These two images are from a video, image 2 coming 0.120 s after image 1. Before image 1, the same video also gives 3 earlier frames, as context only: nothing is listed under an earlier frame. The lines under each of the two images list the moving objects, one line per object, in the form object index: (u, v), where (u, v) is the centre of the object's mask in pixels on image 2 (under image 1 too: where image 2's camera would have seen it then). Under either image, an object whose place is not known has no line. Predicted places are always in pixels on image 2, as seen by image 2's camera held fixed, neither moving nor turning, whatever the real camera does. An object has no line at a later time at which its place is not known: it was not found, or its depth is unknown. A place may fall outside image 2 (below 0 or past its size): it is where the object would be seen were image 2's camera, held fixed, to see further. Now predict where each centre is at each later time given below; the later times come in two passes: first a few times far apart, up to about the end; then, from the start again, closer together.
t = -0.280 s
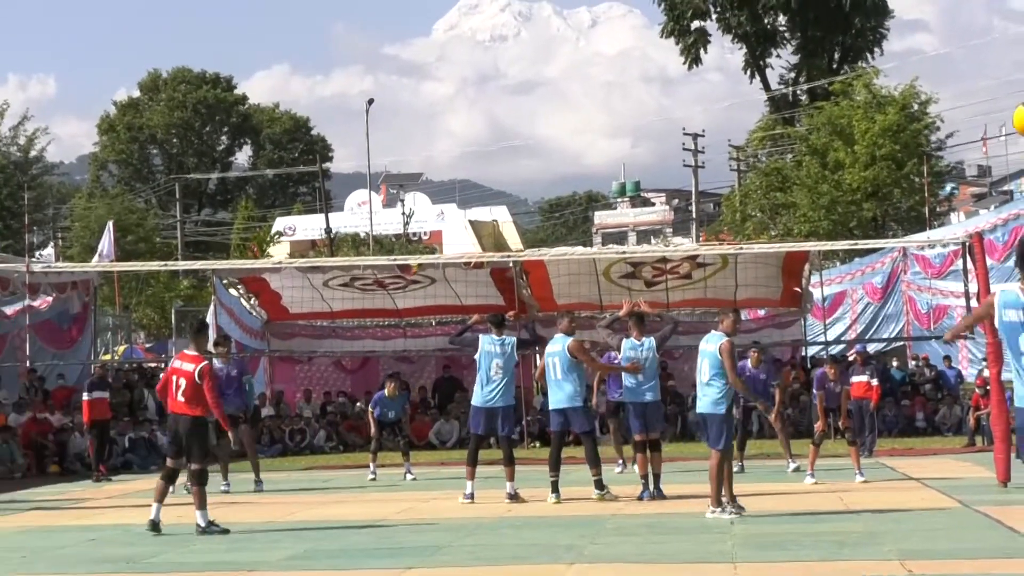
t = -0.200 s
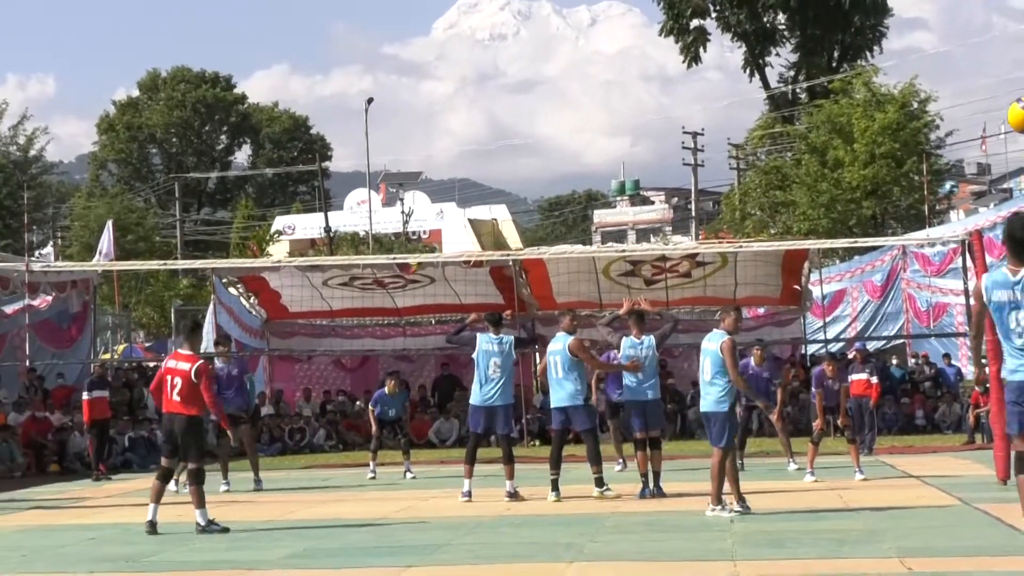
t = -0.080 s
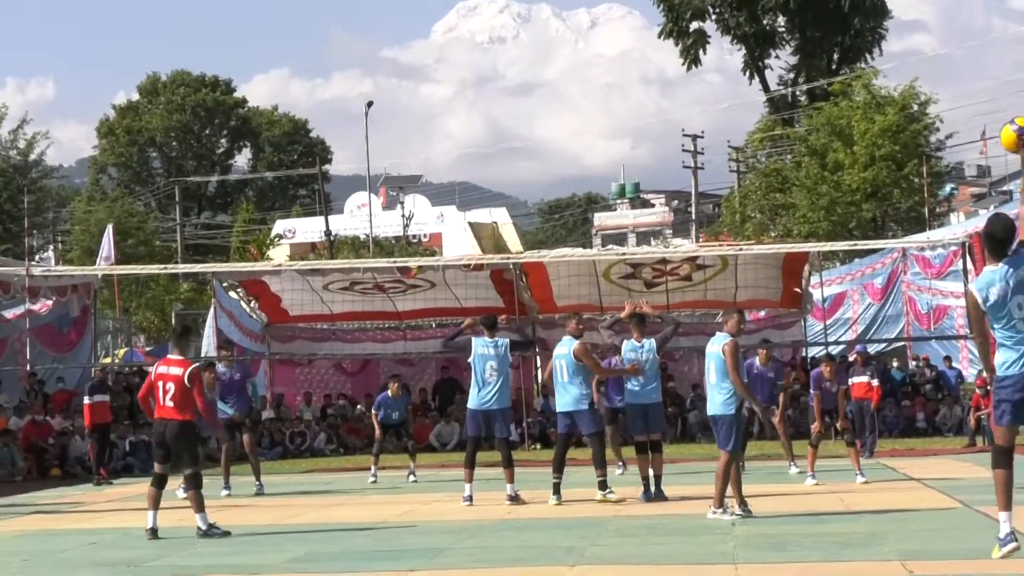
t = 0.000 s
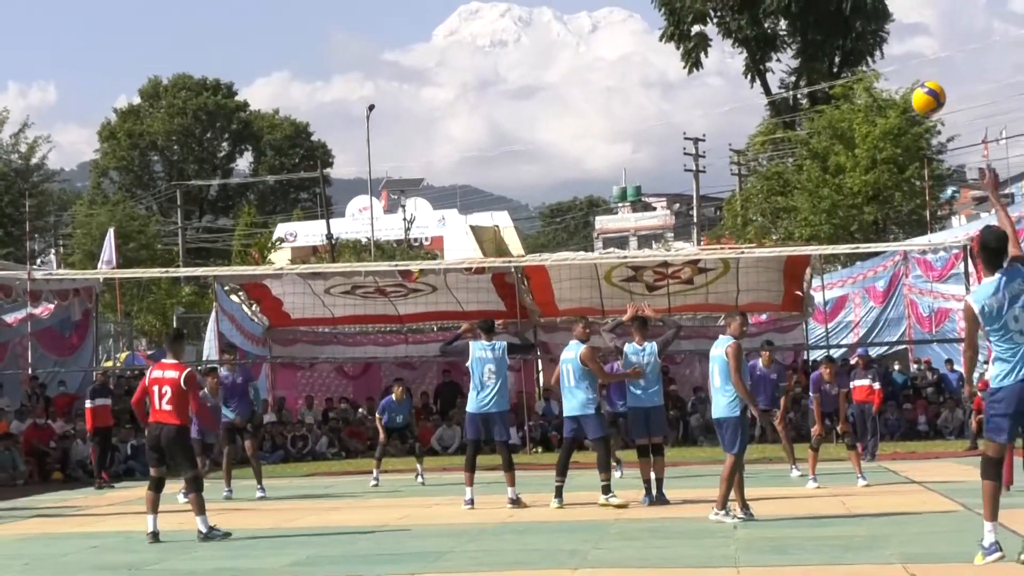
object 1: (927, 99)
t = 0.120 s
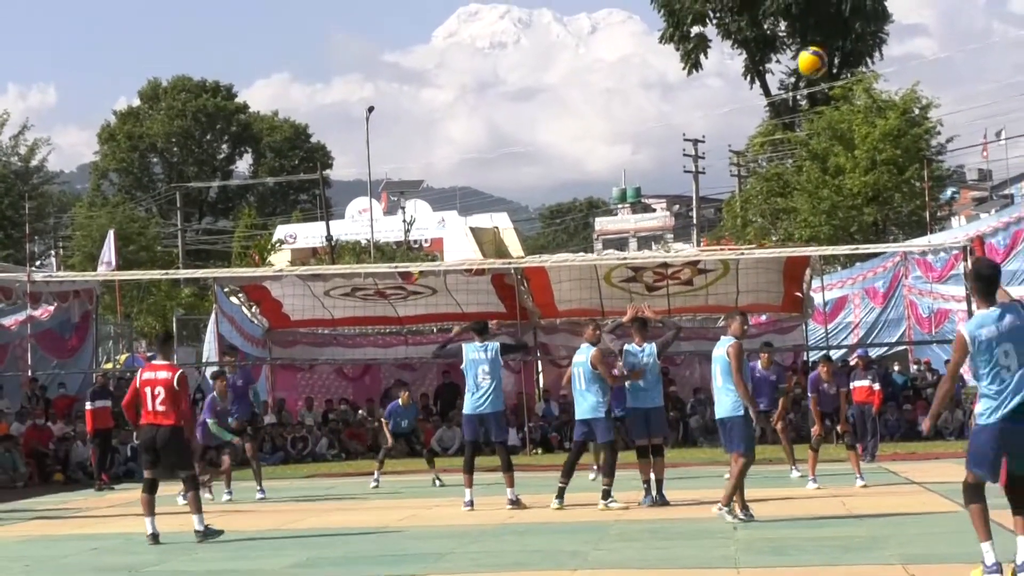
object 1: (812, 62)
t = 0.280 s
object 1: (688, 48)
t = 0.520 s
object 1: (547, 76)
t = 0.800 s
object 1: (427, 154)
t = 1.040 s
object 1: (350, 244)
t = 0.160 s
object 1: (778, 55)
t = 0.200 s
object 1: (746, 51)
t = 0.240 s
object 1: (716, 49)
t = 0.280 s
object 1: (688, 48)
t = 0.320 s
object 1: (661, 49)
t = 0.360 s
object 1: (636, 51)
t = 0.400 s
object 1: (612, 56)
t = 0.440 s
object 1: (589, 61)
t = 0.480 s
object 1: (568, 68)
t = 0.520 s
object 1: (547, 76)
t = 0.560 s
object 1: (527, 85)
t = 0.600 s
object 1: (509, 95)
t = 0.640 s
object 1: (491, 105)
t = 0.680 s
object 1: (474, 117)
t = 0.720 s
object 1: (457, 129)
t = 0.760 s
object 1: (442, 141)
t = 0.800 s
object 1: (427, 154)
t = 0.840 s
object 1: (413, 168)
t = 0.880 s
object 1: (399, 182)
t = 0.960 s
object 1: (374, 211)
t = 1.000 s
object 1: (362, 228)
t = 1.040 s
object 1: (350, 244)
